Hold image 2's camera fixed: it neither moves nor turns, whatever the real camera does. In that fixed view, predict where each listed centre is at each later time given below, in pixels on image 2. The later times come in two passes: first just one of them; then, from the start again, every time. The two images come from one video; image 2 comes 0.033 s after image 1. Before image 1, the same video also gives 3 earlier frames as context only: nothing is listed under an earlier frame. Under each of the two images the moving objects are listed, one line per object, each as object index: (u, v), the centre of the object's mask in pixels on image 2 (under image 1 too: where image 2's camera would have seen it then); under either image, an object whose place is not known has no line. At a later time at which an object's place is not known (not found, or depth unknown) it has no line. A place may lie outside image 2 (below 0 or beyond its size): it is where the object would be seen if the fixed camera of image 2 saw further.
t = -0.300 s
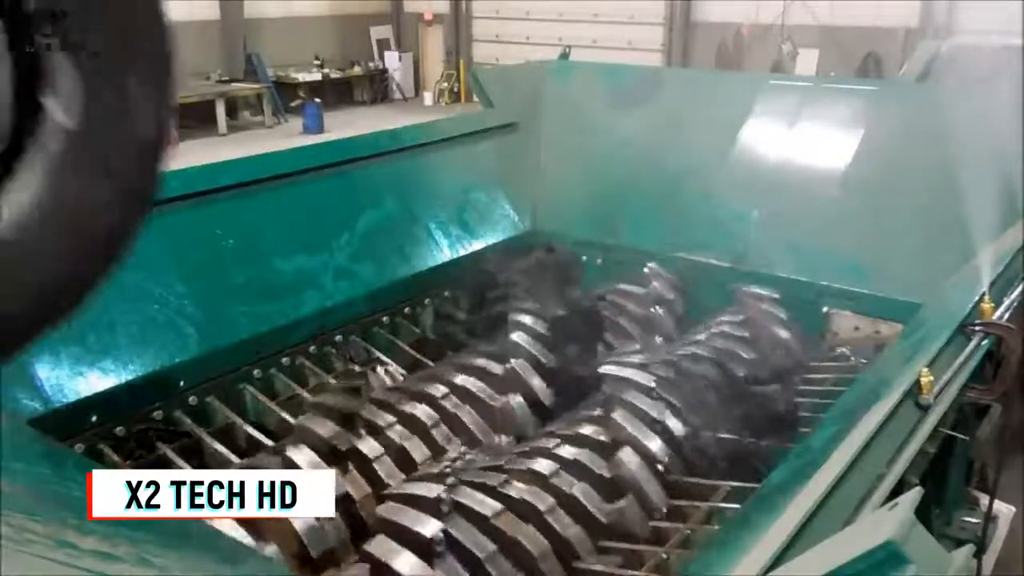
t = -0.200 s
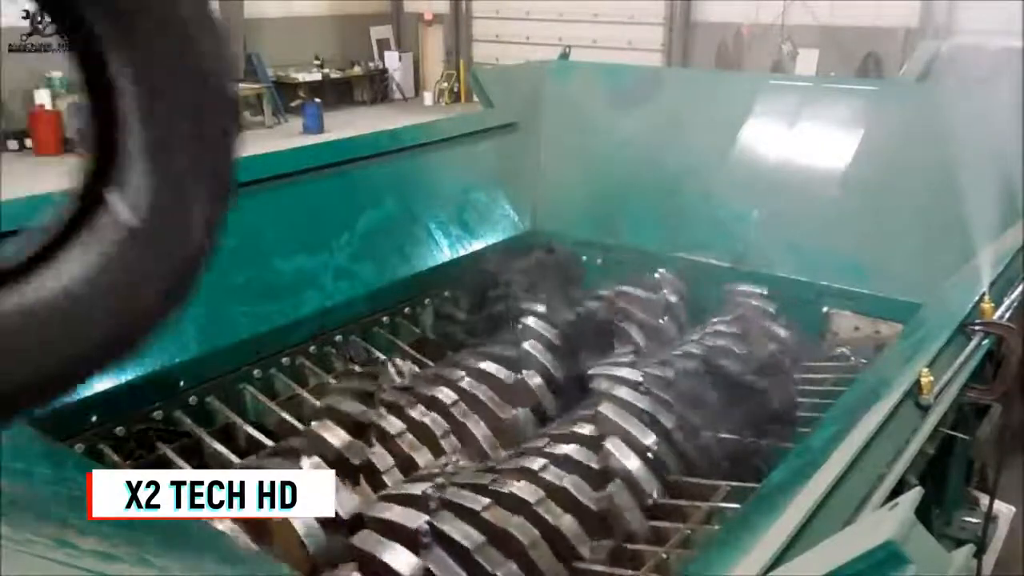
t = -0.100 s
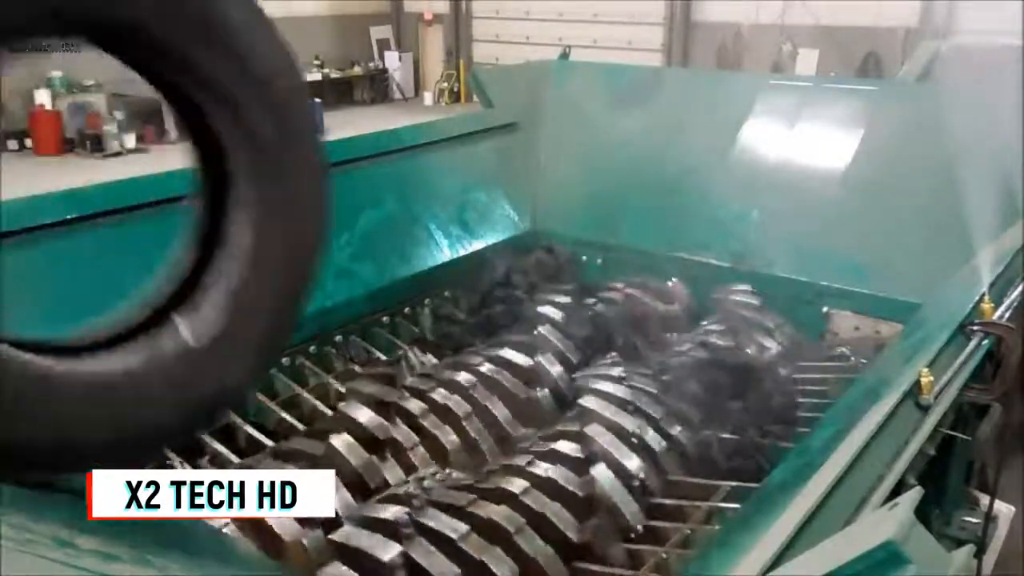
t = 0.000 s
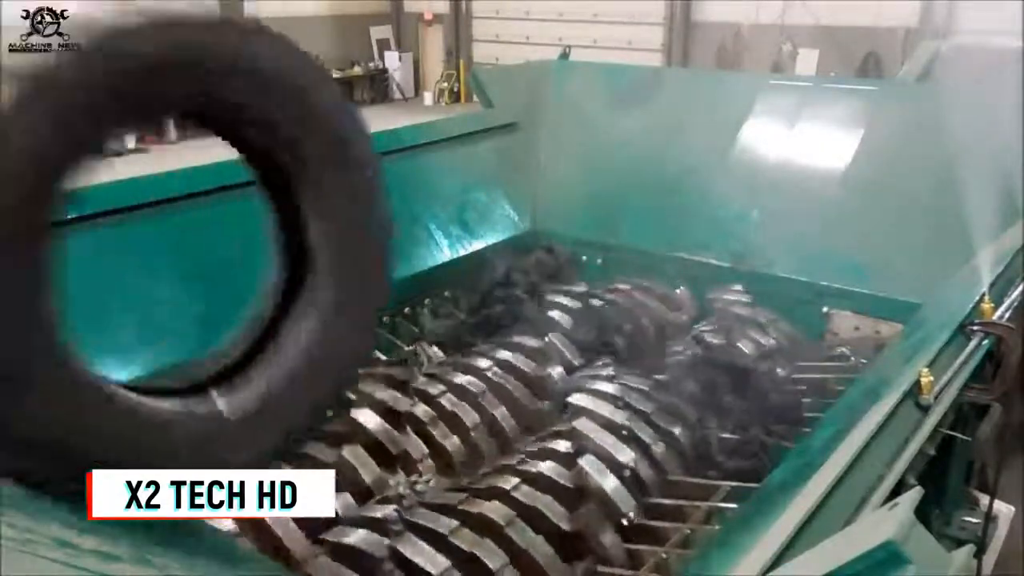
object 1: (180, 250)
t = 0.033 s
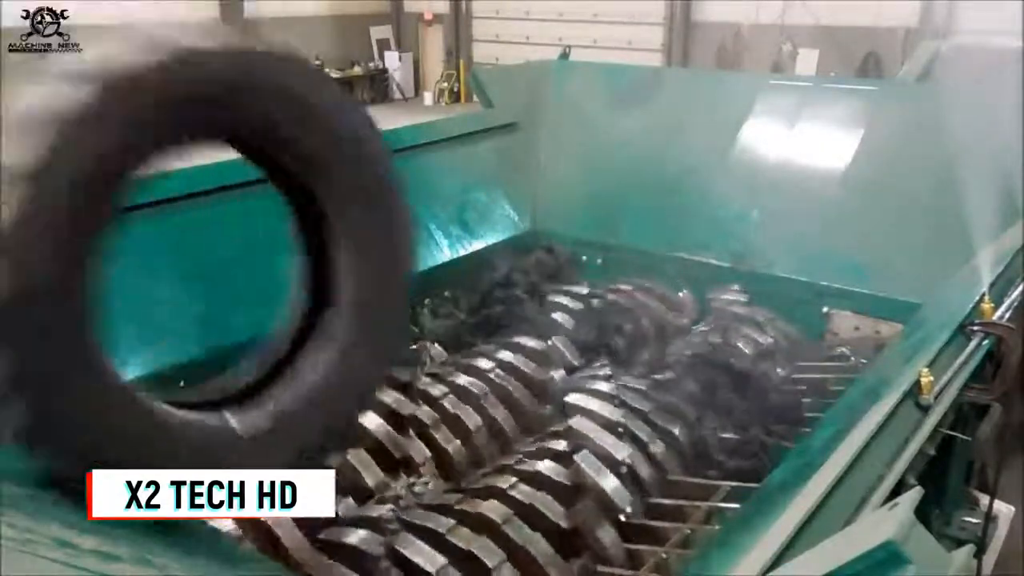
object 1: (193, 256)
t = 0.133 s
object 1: (279, 305)
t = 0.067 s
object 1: (212, 271)
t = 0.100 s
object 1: (243, 286)
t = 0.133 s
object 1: (279, 305)
